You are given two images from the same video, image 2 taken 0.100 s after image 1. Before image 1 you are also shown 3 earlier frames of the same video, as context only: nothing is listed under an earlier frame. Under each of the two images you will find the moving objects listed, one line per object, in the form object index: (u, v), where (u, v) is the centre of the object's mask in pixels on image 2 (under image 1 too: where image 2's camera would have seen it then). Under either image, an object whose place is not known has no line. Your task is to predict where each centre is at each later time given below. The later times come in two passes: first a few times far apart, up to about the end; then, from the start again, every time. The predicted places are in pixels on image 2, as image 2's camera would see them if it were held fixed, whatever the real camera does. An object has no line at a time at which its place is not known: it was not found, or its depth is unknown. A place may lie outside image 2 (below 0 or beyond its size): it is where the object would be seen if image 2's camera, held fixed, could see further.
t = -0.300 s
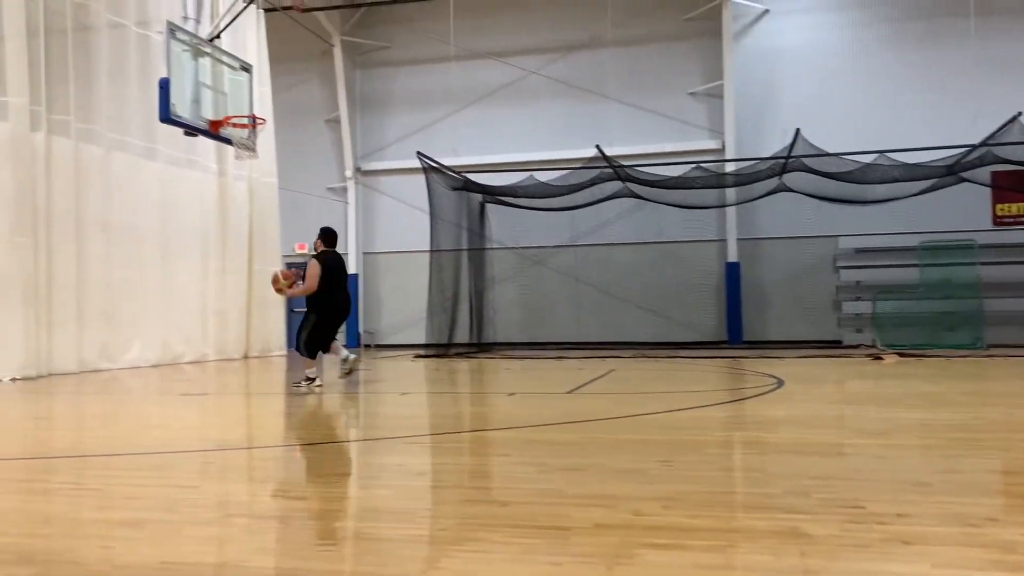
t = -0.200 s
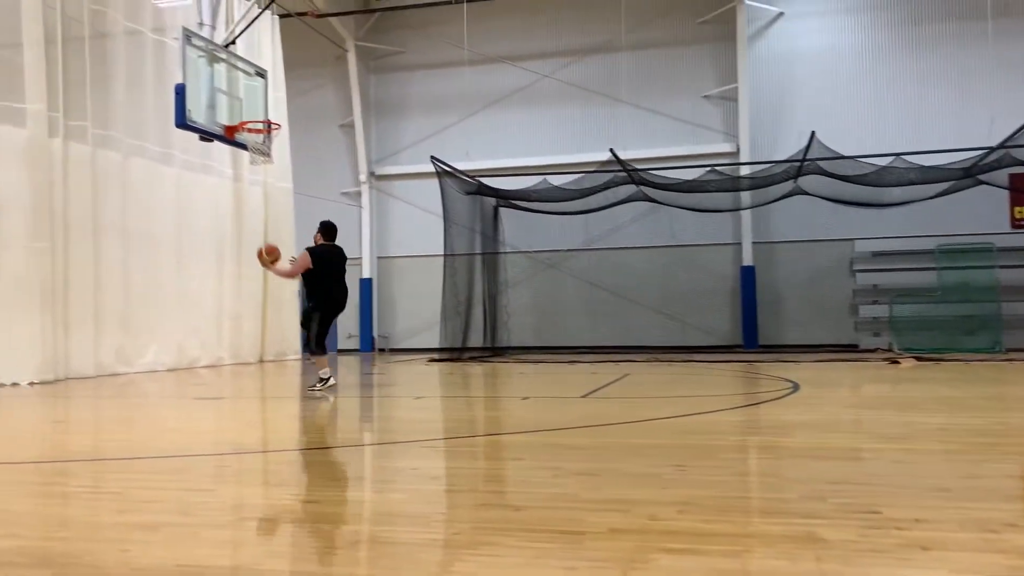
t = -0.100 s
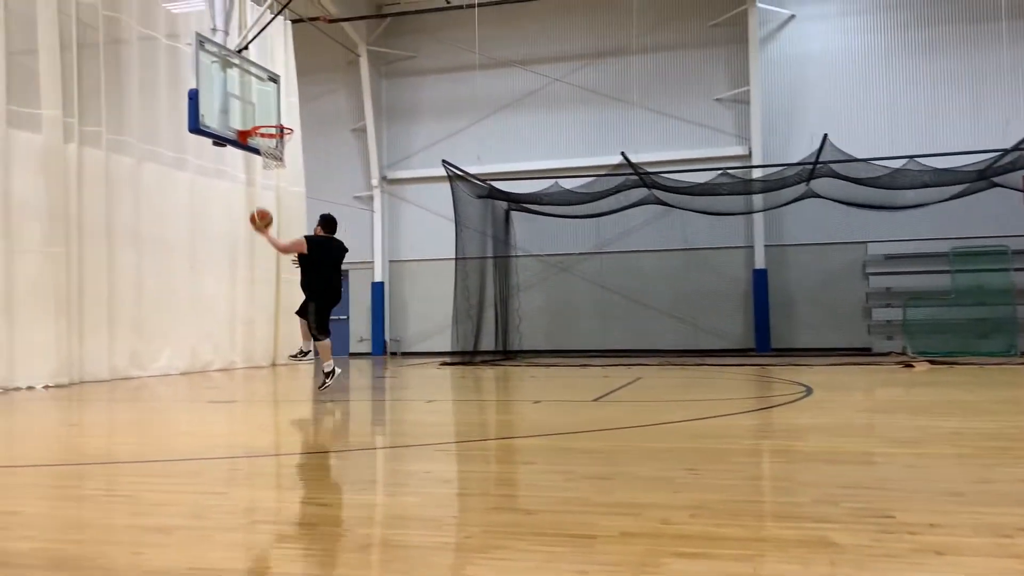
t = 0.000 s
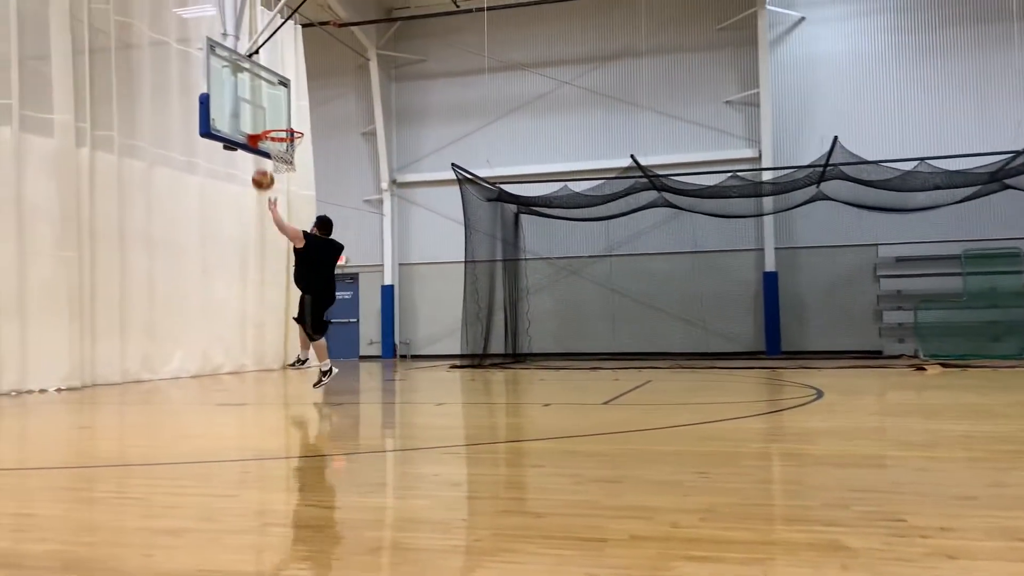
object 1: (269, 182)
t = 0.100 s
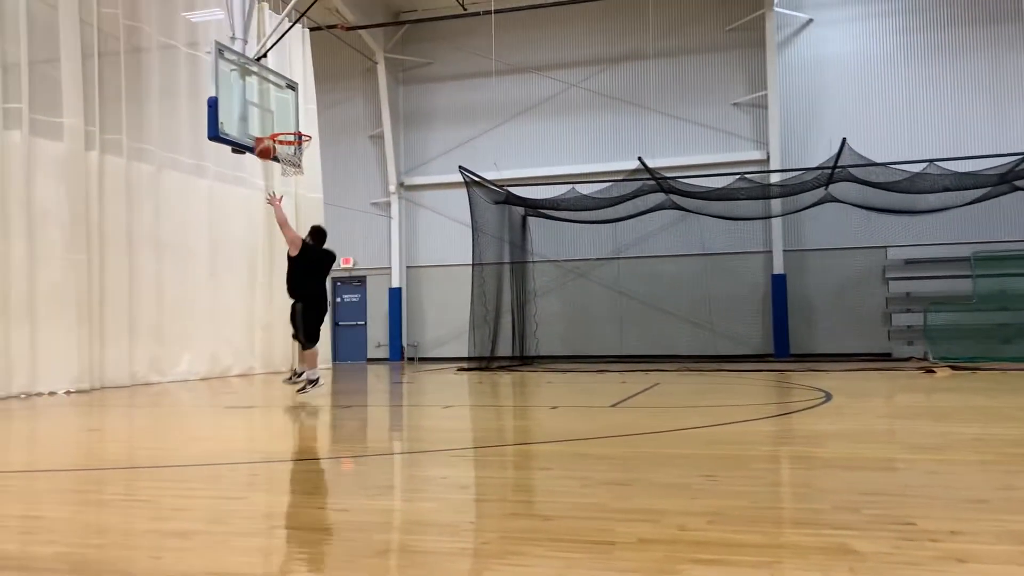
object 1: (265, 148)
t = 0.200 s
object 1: (260, 126)
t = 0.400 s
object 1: (256, 104)
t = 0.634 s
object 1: (285, 115)
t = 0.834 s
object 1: (297, 118)
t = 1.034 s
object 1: (303, 133)
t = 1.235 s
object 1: (304, 169)
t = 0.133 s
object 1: (262, 142)
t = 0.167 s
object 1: (261, 135)
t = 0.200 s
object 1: (260, 126)
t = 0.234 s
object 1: (258, 120)
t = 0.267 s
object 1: (257, 115)
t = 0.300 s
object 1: (255, 111)
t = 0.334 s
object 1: (254, 108)
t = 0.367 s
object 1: (253, 106)
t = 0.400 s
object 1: (256, 104)
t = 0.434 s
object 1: (260, 103)
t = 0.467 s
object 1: (264, 103)
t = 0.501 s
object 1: (269, 103)
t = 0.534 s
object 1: (273, 104)
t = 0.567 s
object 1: (277, 107)
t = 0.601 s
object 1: (281, 110)
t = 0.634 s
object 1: (285, 115)
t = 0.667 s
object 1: (289, 119)
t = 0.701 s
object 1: (293, 124)
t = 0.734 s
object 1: (294, 123)
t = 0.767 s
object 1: (295, 121)
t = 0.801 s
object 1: (296, 119)
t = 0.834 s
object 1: (297, 118)
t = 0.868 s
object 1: (298, 119)
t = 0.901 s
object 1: (299, 120)
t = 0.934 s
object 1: (300, 122)
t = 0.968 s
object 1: (301, 124)
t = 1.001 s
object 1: (302, 127)
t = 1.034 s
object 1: (303, 133)
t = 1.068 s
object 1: (305, 139)
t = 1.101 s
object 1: (305, 146)
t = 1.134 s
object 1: (306, 152)
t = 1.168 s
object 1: (305, 159)
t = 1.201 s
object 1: (305, 164)
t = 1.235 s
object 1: (304, 169)
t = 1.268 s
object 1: (302, 175)
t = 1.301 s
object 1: (302, 183)
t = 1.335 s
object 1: (300, 191)
